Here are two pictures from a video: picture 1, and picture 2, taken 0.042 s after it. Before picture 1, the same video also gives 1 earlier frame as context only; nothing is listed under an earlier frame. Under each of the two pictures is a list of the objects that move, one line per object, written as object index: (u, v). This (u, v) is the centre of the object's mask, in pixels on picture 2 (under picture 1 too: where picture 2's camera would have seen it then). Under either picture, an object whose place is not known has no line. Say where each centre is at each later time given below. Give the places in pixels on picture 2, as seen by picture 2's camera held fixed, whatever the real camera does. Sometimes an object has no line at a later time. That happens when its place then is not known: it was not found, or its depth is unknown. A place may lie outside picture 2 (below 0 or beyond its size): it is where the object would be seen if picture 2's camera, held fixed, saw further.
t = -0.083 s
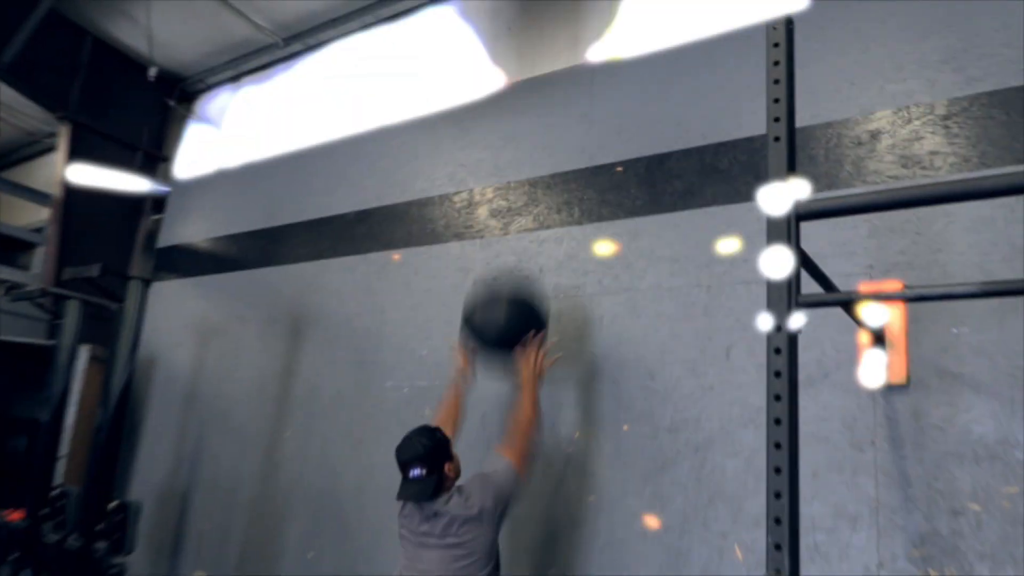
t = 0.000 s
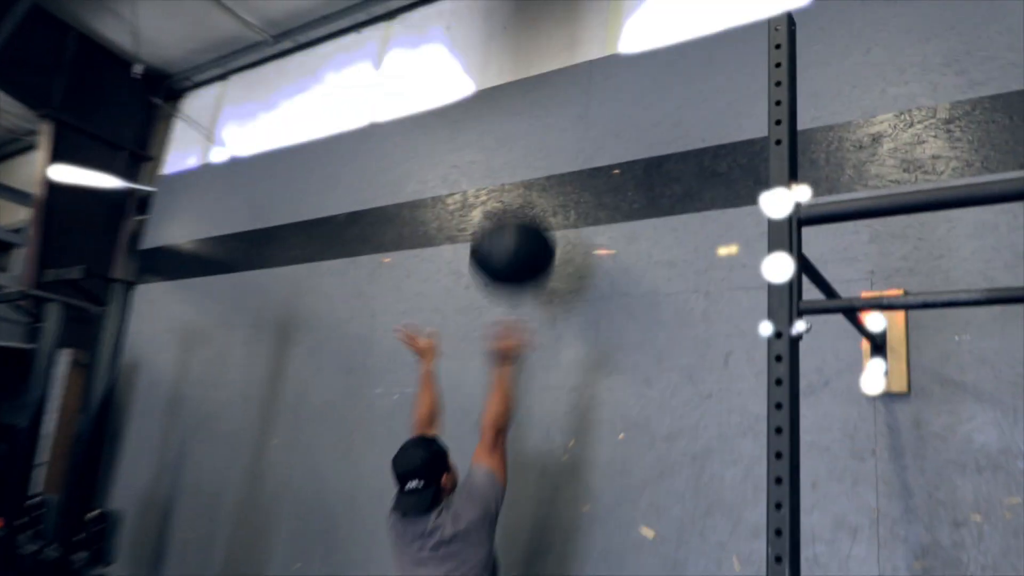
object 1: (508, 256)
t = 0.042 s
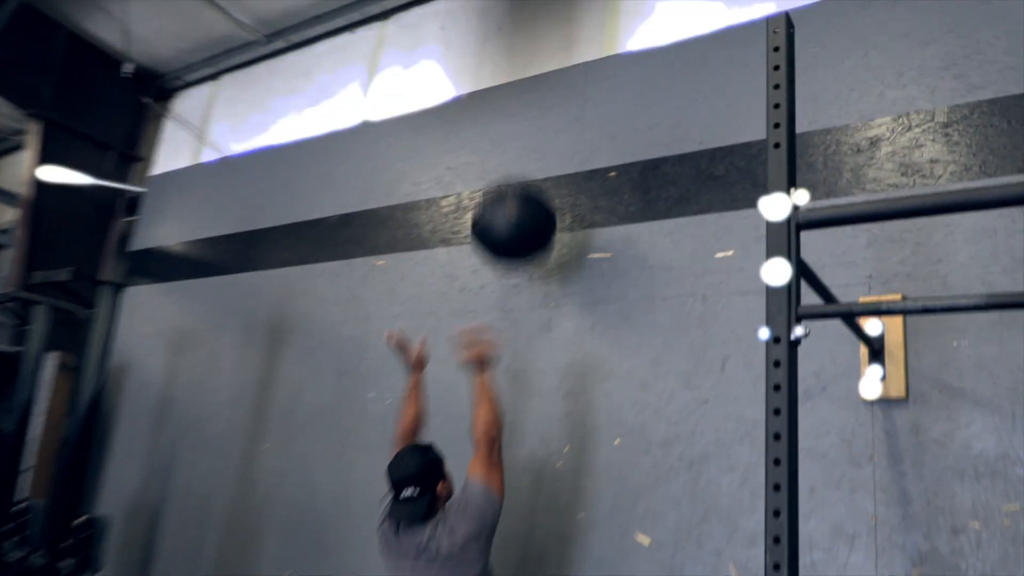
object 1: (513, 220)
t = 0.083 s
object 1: (519, 194)
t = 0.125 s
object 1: (524, 173)
